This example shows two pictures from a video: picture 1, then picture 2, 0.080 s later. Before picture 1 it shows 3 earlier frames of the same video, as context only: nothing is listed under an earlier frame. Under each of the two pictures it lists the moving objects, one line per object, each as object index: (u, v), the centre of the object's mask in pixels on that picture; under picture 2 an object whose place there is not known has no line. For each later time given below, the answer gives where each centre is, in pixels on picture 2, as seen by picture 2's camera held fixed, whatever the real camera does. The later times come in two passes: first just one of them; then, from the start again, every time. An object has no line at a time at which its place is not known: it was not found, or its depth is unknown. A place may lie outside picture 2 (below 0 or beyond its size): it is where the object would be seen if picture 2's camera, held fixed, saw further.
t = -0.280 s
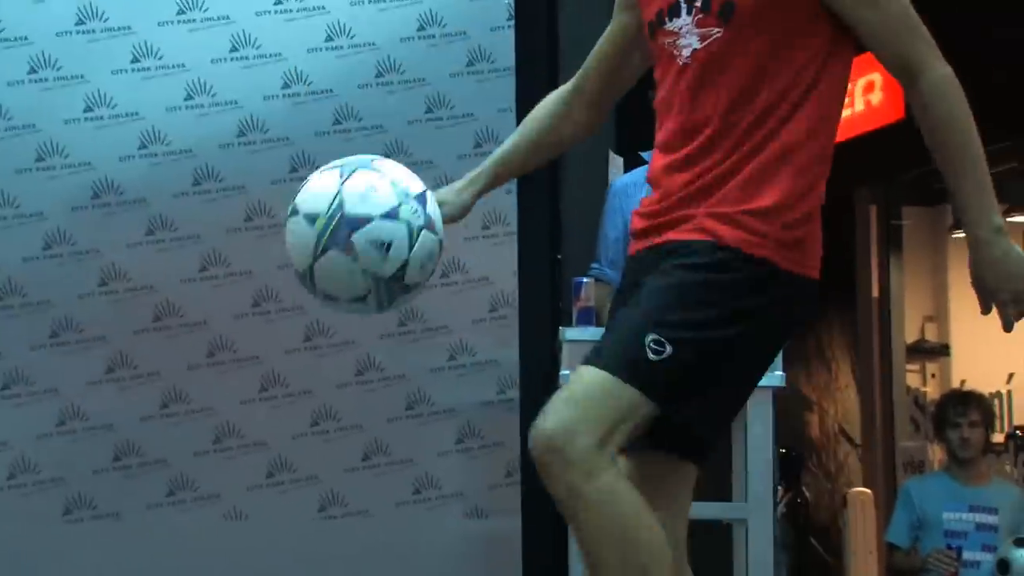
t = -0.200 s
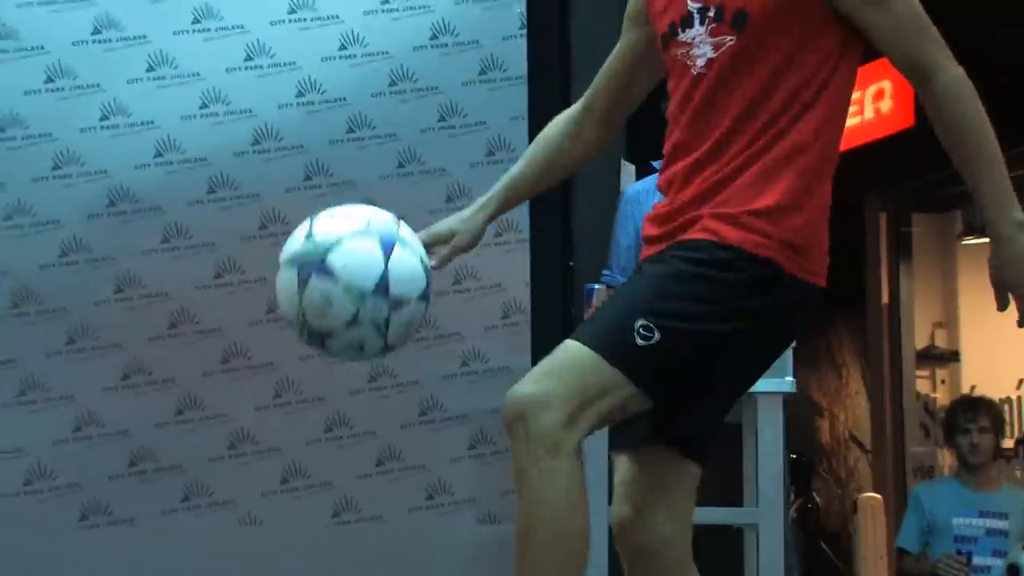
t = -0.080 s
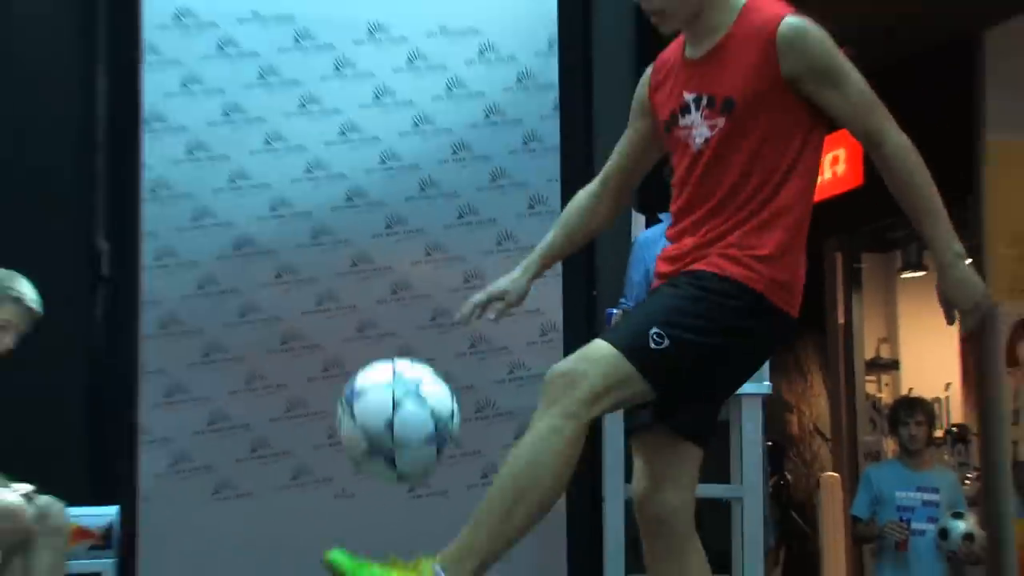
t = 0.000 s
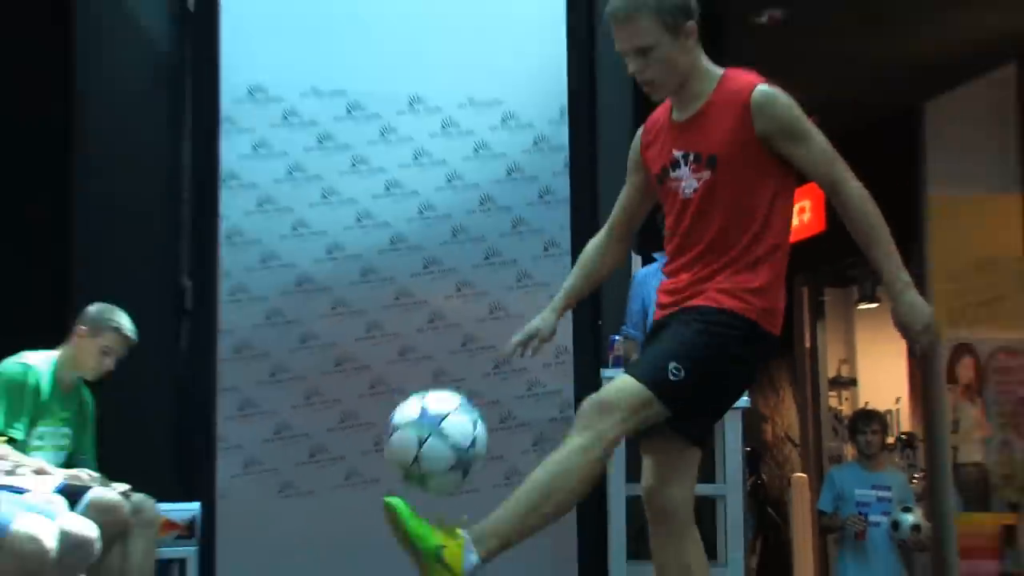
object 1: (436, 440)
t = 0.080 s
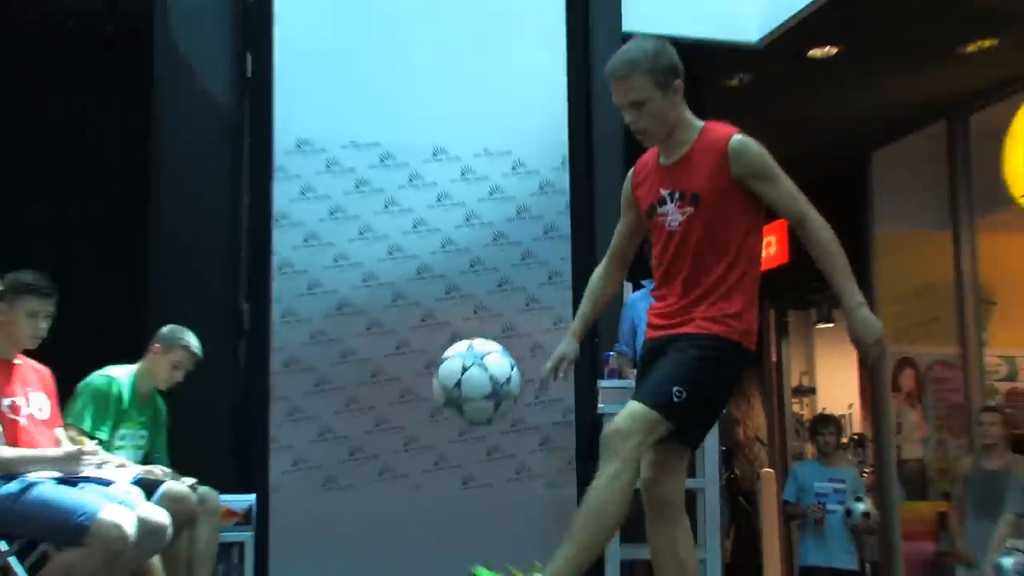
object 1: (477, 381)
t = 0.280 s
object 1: (527, 339)
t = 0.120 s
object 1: (486, 360)
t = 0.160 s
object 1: (497, 347)
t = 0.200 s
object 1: (506, 338)
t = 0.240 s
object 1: (516, 337)
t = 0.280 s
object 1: (527, 339)
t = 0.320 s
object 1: (537, 348)
